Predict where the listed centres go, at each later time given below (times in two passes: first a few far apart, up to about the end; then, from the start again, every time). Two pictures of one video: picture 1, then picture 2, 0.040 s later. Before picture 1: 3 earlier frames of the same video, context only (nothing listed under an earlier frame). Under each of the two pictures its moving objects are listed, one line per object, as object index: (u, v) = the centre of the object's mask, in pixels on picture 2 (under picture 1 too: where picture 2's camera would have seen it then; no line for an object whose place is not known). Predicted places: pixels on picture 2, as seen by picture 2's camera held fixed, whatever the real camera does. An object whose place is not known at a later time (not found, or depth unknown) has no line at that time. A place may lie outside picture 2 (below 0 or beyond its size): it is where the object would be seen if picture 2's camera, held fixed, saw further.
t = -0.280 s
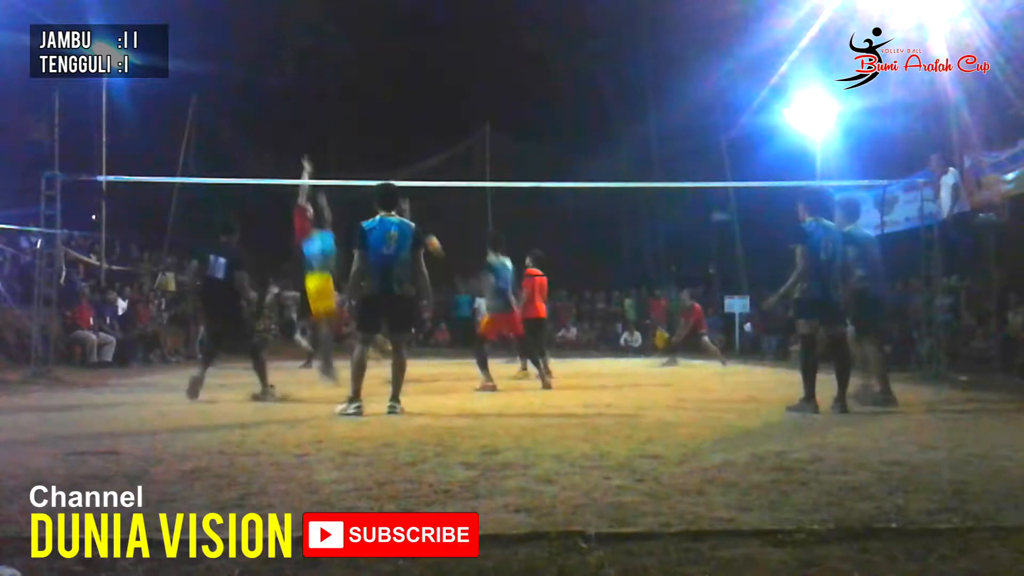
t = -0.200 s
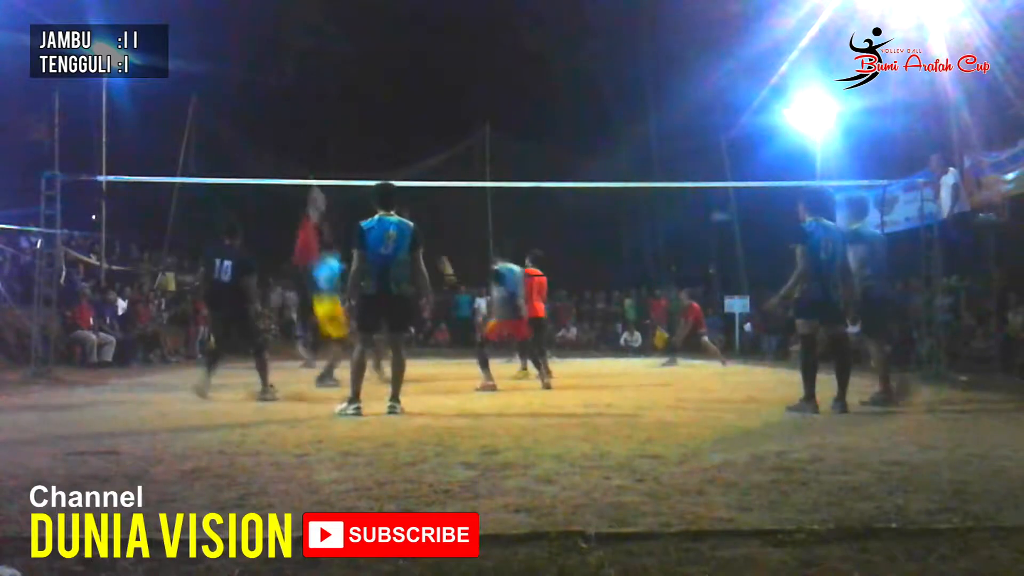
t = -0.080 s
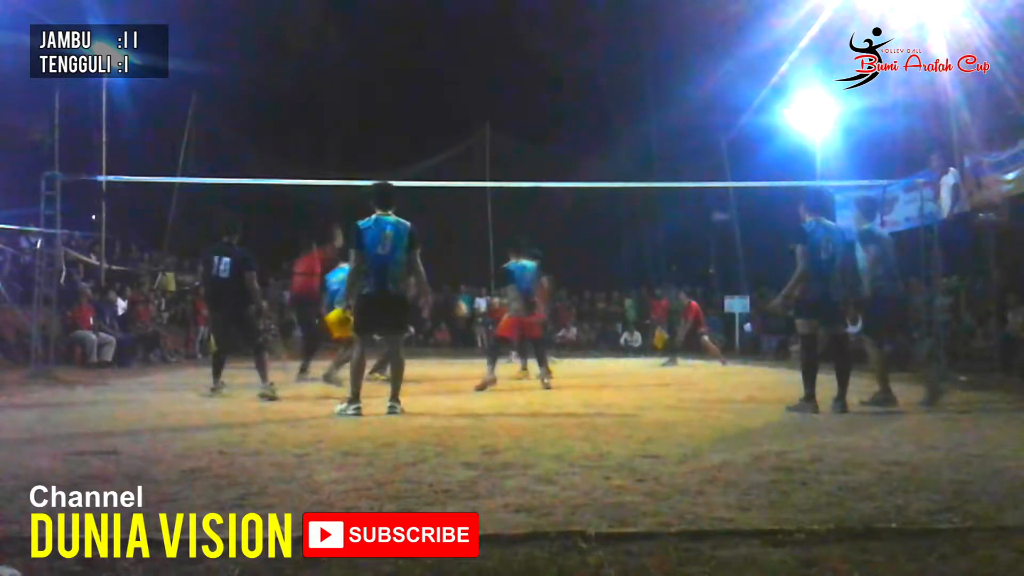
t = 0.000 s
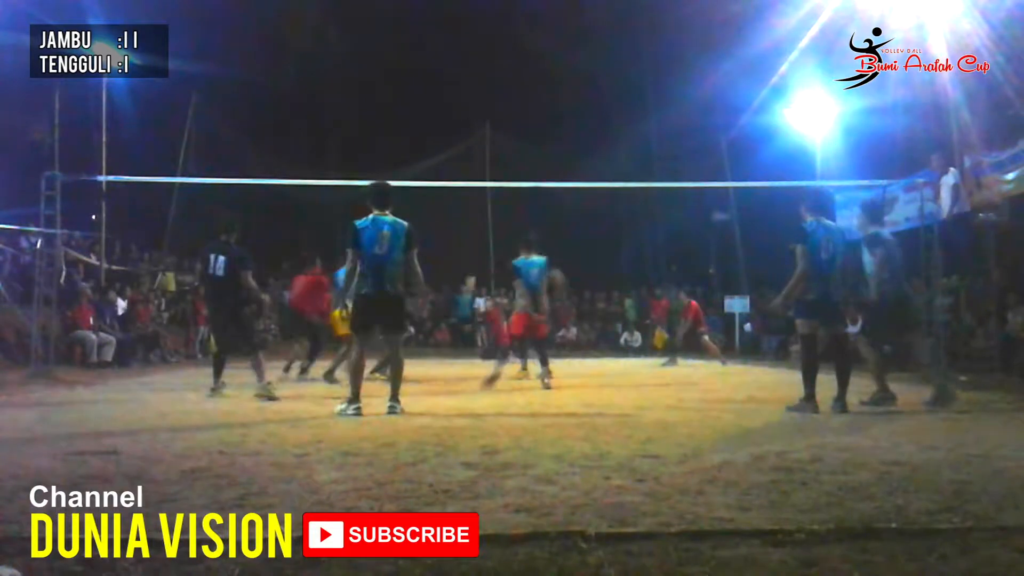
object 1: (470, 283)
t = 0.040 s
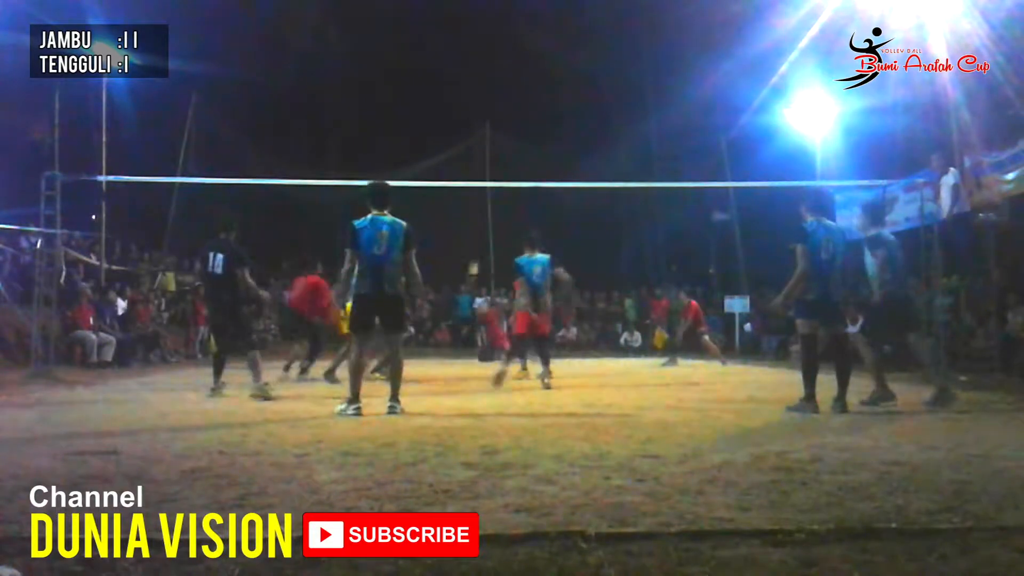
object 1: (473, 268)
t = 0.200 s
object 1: (485, 217)
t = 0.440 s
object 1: (510, 152)
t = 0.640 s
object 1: (532, 121)
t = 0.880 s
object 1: (561, 110)
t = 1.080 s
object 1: (588, 127)
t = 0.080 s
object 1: (475, 257)
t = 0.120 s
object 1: (479, 240)
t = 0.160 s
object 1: (483, 227)
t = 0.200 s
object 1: (485, 217)
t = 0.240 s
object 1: (490, 203)
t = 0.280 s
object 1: (493, 193)
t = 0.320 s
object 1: (500, 175)
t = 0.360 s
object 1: (502, 170)
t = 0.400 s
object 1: (506, 161)
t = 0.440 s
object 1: (510, 152)
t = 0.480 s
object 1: (515, 144)
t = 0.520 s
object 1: (520, 136)
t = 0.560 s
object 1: (523, 131)
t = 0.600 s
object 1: (527, 125)
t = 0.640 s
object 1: (532, 121)
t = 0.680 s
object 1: (537, 116)
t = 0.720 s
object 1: (542, 113)
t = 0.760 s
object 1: (547, 111)
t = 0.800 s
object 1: (551, 110)
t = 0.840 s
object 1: (556, 109)
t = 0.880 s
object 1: (561, 110)
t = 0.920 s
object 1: (567, 111)
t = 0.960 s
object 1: (572, 114)
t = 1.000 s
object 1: (576, 117)
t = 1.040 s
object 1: (582, 121)
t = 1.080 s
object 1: (588, 127)
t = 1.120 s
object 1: (593, 132)
